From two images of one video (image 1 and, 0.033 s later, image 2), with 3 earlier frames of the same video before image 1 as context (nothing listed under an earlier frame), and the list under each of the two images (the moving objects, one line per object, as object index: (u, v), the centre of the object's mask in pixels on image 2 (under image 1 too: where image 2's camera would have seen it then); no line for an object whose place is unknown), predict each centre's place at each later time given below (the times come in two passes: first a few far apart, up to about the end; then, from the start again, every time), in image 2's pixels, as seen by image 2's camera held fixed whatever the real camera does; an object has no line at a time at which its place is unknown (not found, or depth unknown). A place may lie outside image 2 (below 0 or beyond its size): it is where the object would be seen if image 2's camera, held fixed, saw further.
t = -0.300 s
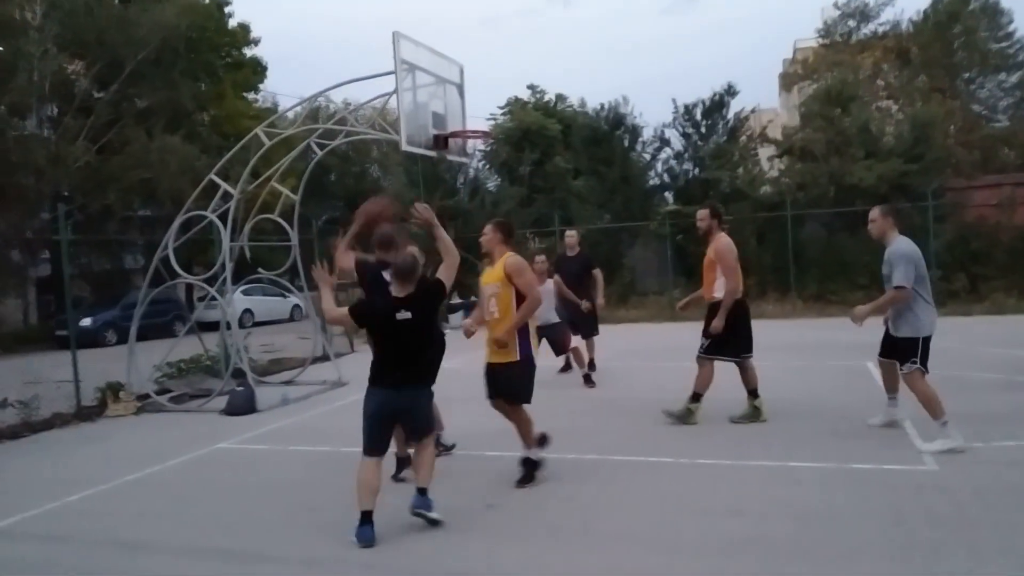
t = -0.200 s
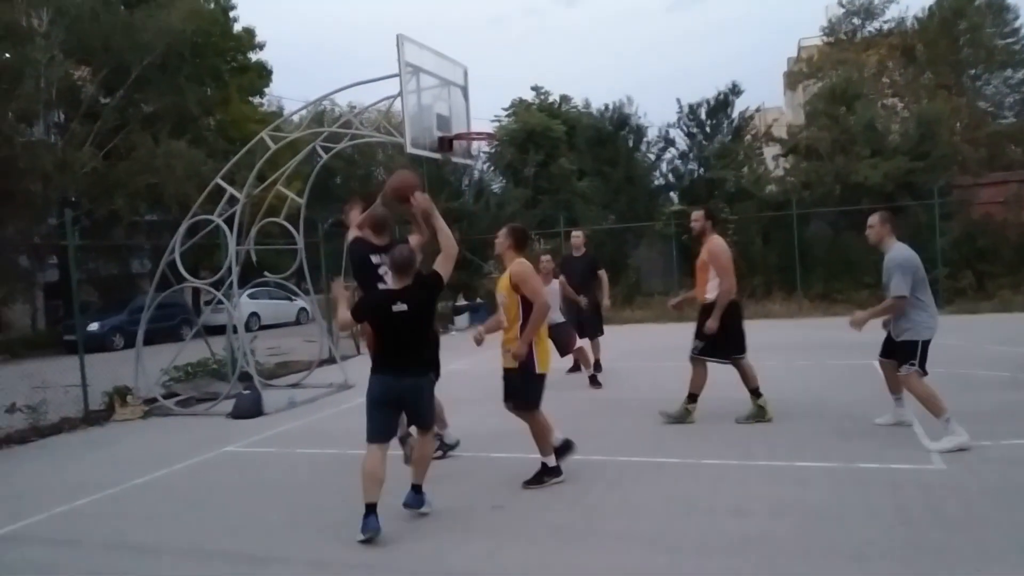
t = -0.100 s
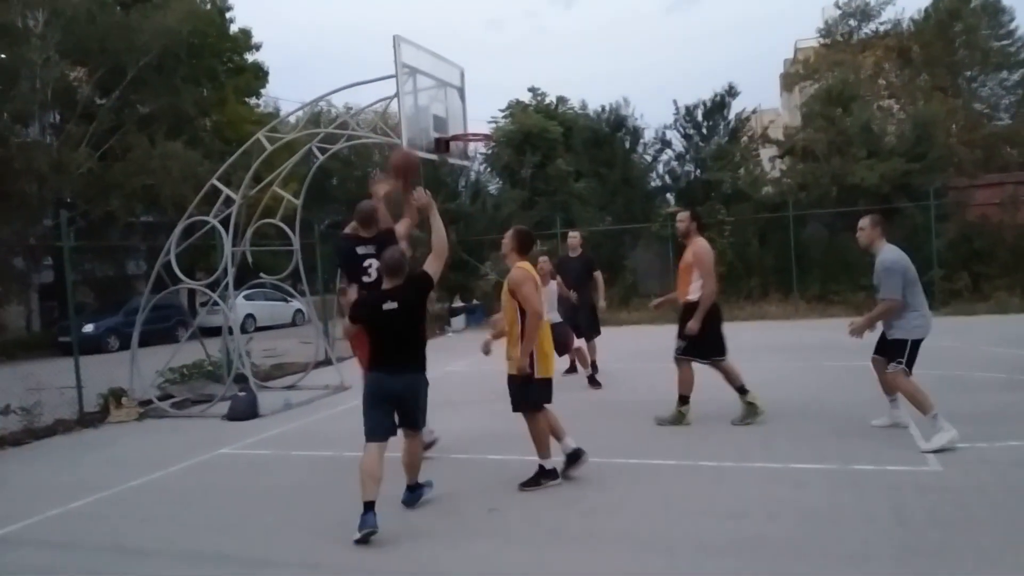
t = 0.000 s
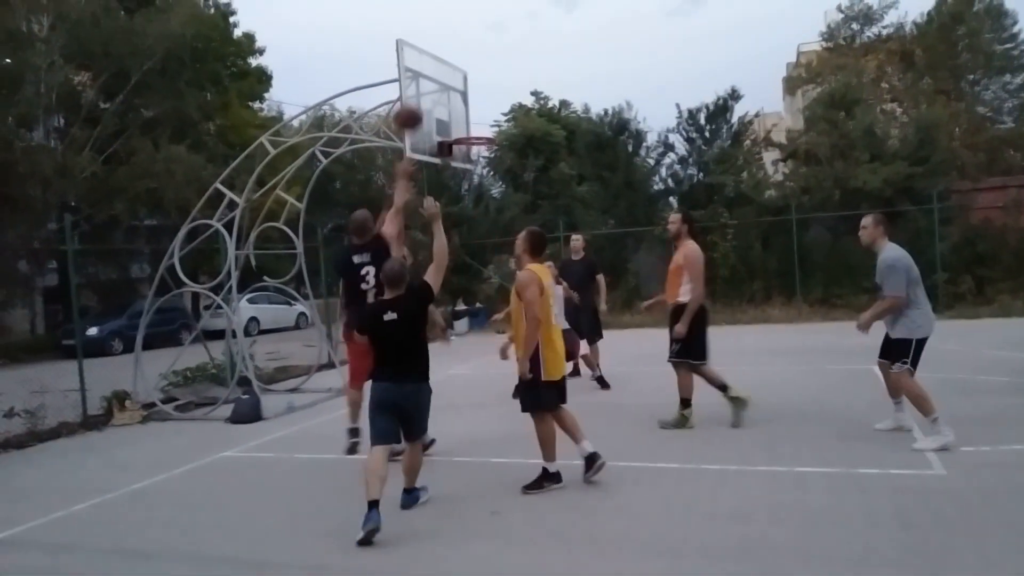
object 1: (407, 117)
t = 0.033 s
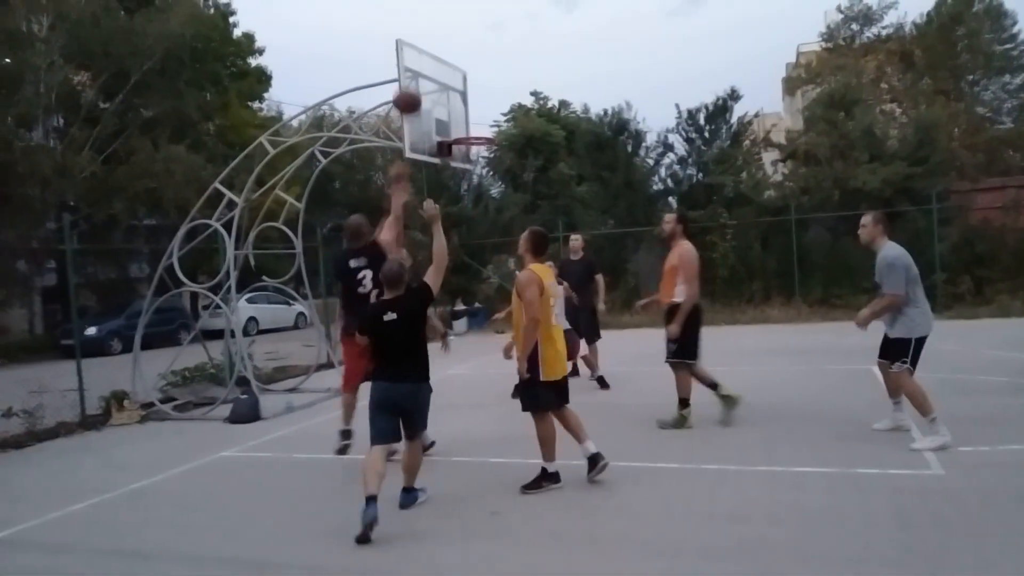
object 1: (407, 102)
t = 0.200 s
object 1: (409, 53)
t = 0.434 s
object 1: (415, 46)
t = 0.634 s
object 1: (456, 72)
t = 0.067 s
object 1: (407, 88)
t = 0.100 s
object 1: (407, 77)
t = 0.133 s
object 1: (408, 68)
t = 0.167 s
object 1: (408, 60)
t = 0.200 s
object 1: (409, 53)
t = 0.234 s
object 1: (409, 48)
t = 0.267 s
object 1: (410, 45)
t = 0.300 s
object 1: (410, 43)
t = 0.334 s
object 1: (411, 42)
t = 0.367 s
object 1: (412, 42)
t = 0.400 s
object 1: (414, 43)
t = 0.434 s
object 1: (415, 46)
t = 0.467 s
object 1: (417, 48)
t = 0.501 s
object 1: (424, 51)
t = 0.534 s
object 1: (431, 54)
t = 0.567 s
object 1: (440, 59)
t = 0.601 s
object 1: (448, 65)
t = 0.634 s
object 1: (456, 72)
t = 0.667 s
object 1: (463, 79)
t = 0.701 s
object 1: (470, 87)
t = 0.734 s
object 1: (479, 97)
